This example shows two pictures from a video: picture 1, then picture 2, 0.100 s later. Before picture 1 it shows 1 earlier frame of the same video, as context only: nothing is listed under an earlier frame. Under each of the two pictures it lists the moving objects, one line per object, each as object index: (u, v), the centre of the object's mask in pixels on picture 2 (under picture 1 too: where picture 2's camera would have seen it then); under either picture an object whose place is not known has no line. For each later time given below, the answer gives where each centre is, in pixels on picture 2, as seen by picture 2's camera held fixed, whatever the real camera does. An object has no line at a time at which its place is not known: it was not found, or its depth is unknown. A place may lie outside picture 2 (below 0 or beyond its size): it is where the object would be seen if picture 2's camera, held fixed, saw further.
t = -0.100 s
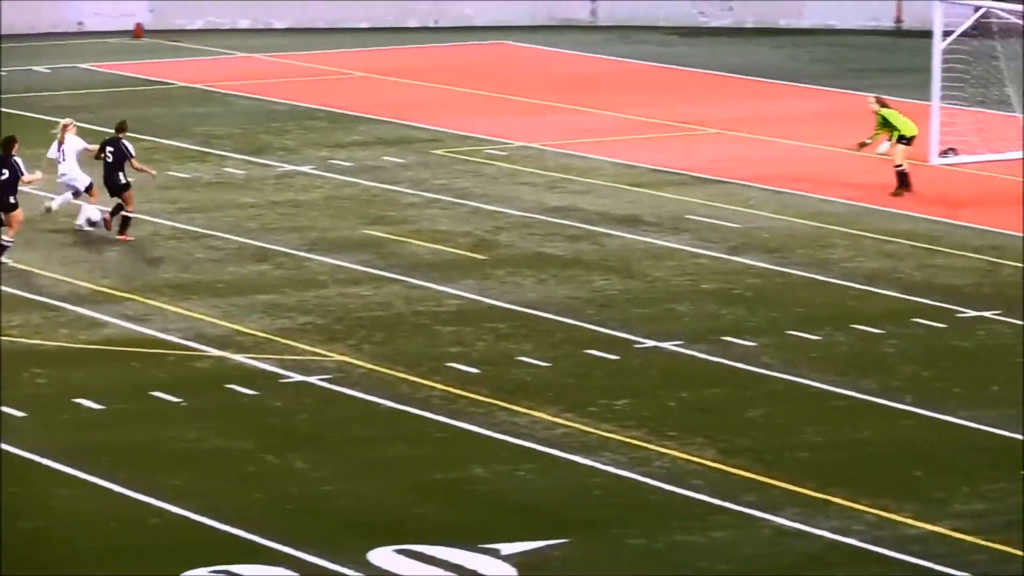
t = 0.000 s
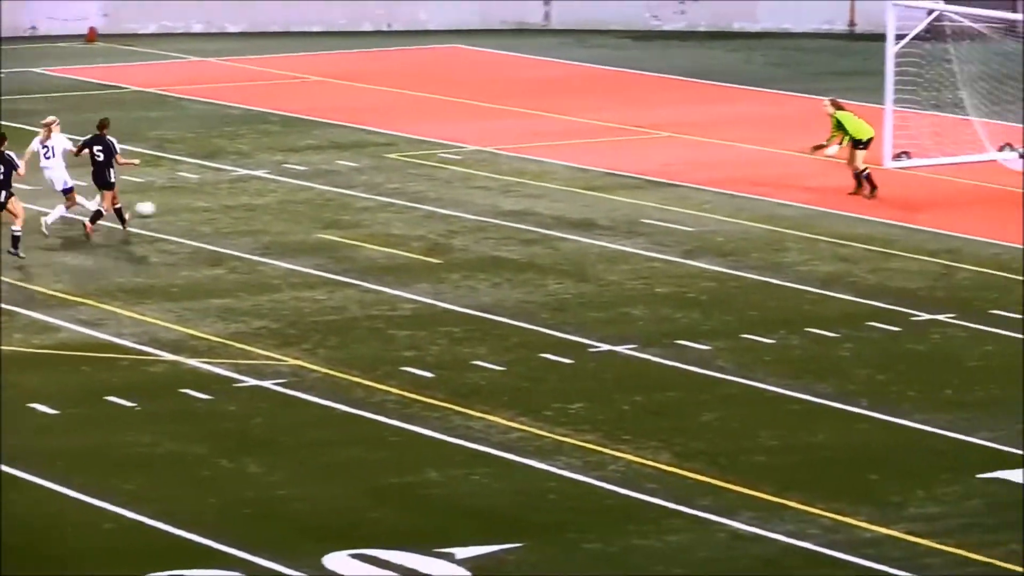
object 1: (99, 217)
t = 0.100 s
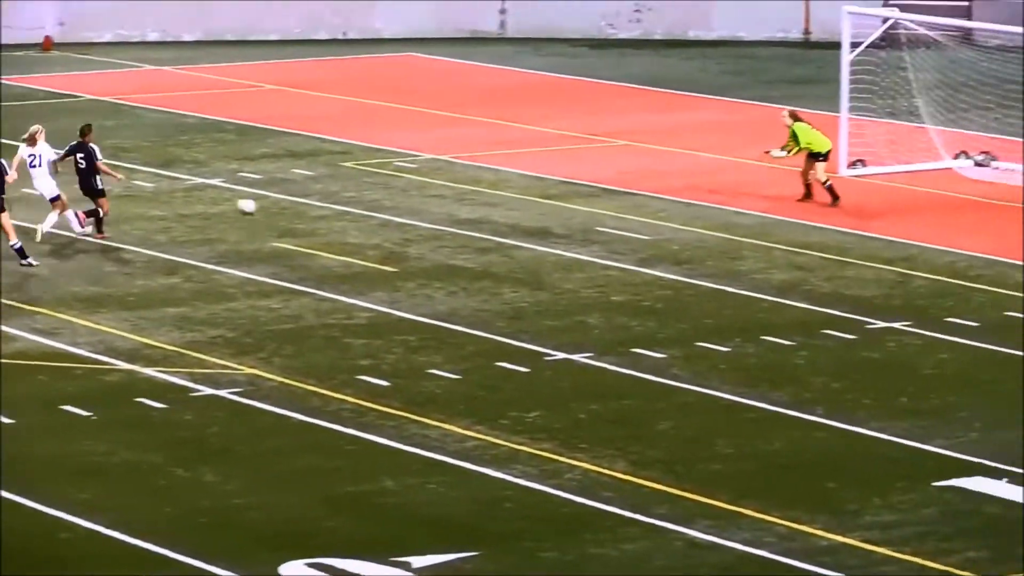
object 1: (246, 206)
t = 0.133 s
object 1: (294, 204)
